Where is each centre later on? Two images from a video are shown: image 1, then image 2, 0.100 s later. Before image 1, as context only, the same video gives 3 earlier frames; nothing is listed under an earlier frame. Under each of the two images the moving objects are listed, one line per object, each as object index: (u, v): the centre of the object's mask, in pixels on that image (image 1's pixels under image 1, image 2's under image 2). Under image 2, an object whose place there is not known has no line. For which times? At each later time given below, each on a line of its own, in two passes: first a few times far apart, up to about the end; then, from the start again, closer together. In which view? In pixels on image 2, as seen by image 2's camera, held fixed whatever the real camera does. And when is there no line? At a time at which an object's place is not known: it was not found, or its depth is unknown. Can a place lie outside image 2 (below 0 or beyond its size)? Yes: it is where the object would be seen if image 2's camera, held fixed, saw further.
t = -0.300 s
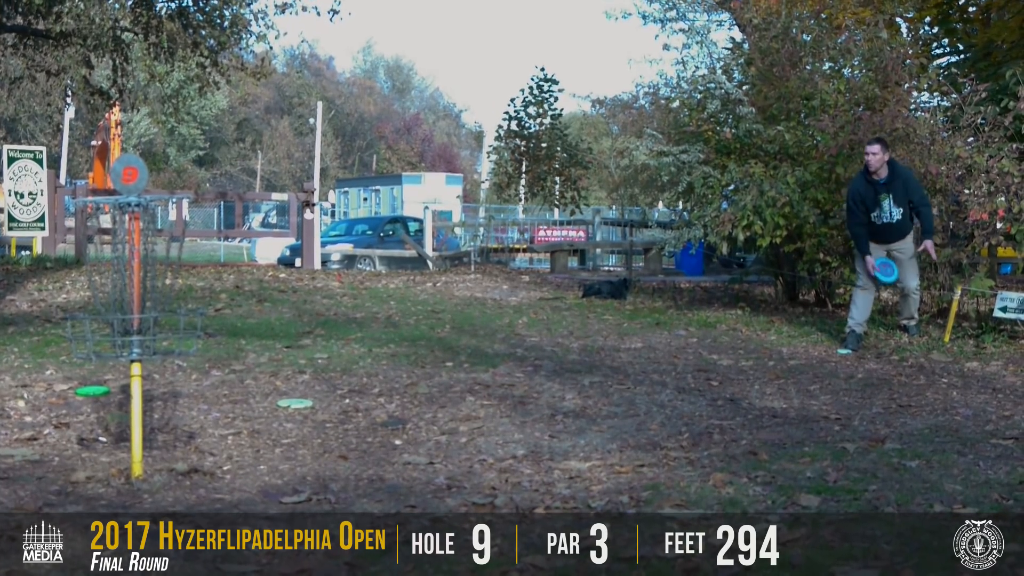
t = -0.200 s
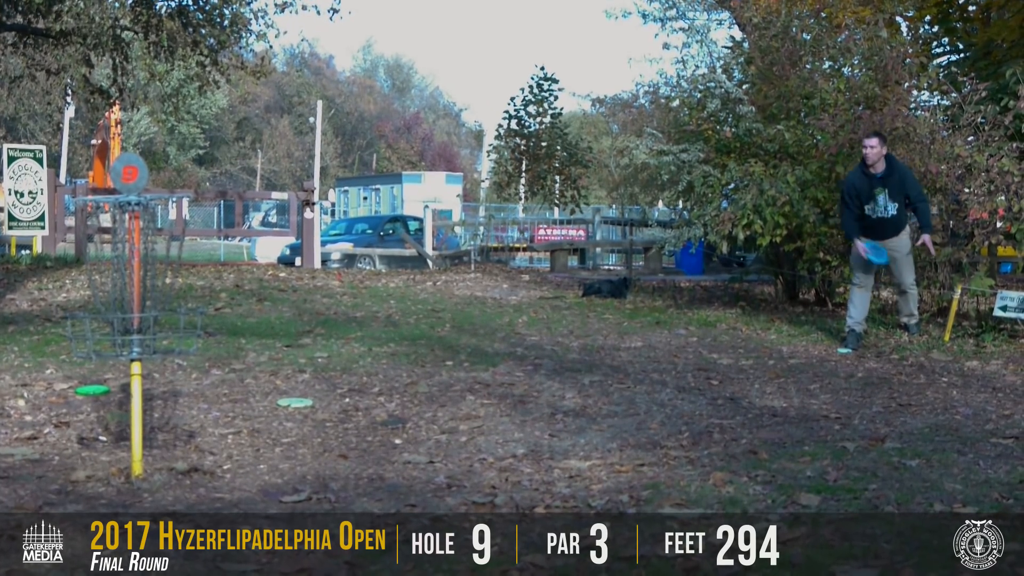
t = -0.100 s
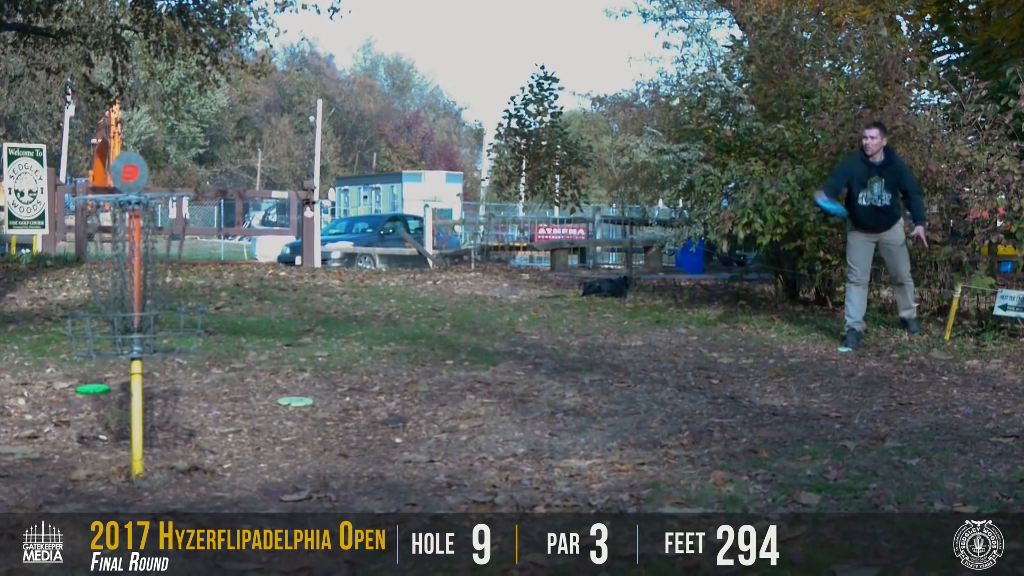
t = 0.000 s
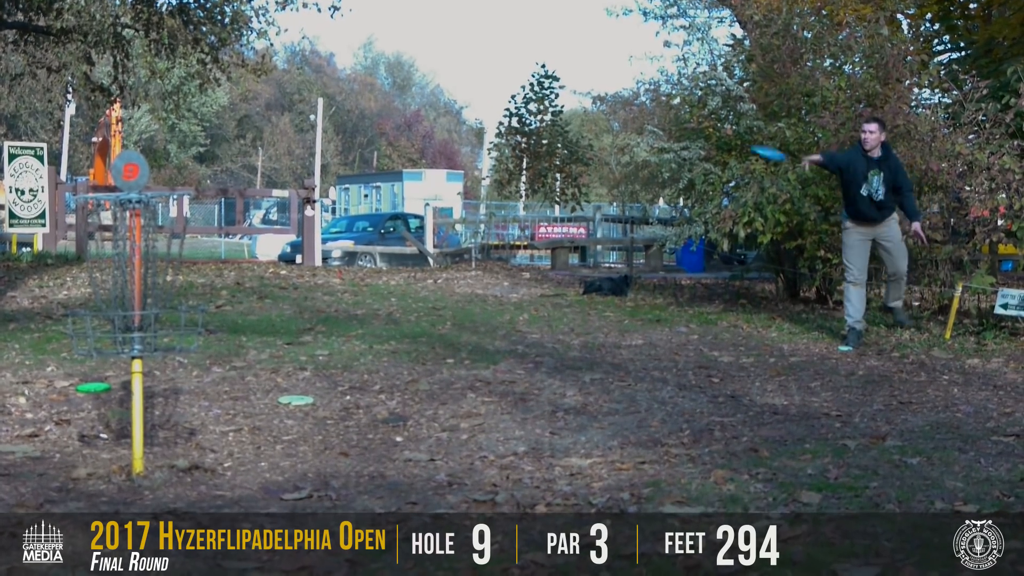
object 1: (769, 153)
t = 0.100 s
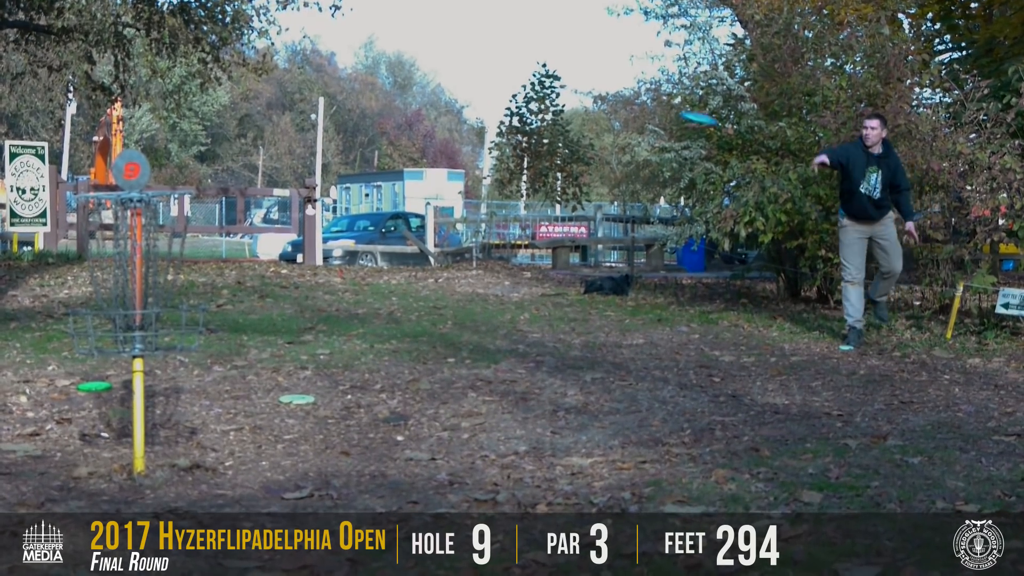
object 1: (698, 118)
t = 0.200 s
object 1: (620, 101)
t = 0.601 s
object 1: (206, 193)
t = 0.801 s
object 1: (200, 287)
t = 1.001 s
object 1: (213, 329)
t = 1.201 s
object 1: (241, 460)
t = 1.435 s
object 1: (250, 495)
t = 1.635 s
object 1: (252, 505)
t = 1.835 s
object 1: (251, 510)
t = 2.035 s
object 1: (251, 510)
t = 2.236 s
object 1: (251, 510)
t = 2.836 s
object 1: (250, 511)
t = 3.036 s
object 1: (251, 511)
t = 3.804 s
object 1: (250, 511)
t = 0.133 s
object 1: (673, 111)
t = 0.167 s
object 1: (648, 105)
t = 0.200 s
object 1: (620, 101)
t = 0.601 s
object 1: (206, 193)
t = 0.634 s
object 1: (198, 209)
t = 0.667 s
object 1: (195, 228)
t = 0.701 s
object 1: (193, 247)
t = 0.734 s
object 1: (195, 269)
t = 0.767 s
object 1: (198, 285)
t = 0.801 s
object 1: (200, 287)
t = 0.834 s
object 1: (199, 288)
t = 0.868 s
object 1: (195, 295)
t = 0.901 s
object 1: (197, 299)
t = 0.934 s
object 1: (202, 306)
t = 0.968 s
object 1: (207, 316)
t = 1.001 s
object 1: (213, 329)
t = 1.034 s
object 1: (217, 345)
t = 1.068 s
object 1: (220, 362)
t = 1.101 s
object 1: (225, 382)
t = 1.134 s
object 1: (231, 405)
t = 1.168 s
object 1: (236, 430)
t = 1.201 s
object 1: (241, 460)
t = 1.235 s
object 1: (246, 493)
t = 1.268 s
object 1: (250, 508)
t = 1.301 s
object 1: (250, 502)
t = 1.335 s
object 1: (250, 498)
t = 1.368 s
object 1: (250, 495)
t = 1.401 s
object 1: (250, 495)
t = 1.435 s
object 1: (250, 495)
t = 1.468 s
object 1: (250, 495)
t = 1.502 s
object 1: (251, 495)
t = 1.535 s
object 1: (251, 497)
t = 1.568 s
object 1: (252, 499)
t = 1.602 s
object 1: (252, 502)
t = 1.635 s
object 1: (252, 505)
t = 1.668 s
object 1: (252, 510)
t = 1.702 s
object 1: (253, 509)
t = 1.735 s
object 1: (251, 508)
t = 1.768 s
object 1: (251, 509)
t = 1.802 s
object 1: (251, 510)
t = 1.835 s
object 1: (251, 510)
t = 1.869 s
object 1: (251, 510)
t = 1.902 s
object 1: (251, 510)
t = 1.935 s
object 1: (251, 510)
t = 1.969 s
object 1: (251, 510)
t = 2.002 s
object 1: (251, 510)
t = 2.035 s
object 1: (251, 510)
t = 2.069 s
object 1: (251, 510)
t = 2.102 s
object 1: (251, 510)
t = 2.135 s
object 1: (251, 510)
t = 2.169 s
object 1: (251, 510)
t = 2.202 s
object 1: (251, 510)
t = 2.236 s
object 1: (251, 510)
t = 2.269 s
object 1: (251, 510)
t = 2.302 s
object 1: (251, 510)
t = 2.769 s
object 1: (250, 511)
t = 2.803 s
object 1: (250, 511)
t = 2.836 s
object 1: (250, 511)
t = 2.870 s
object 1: (250, 511)
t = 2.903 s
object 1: (251, 511)
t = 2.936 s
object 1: (250, 511)
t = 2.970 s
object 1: (251, 510)
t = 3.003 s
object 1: (251, 511)
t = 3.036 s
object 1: (251, 511)
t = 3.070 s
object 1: (251, 511)
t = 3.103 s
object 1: (251, 511)
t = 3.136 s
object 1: (251, 511)
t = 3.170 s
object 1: (250, 511)
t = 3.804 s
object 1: (250, 511)
